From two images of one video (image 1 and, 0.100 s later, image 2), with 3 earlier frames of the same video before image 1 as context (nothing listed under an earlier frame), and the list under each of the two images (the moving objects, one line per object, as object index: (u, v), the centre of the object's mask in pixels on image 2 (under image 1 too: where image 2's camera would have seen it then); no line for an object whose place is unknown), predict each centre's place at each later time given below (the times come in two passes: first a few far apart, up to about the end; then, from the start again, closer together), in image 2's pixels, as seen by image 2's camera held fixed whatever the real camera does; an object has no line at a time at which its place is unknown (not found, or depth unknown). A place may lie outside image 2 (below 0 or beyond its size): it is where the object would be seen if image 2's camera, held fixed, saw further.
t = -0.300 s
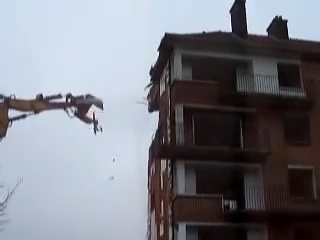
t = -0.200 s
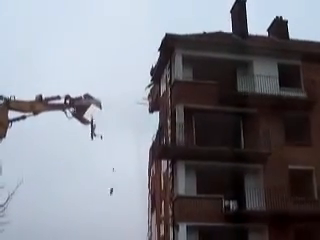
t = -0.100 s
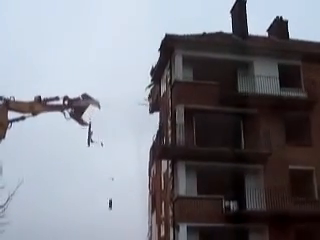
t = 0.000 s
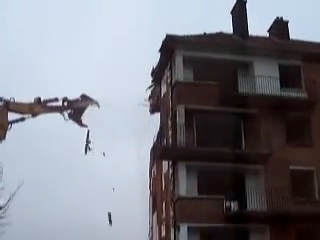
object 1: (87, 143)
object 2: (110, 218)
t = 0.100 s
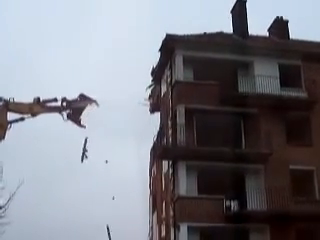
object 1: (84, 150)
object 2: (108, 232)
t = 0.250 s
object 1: (79, 165)
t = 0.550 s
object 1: (70, 203)
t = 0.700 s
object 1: (65, 227)
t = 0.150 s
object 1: (83, 155)
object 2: (107, 236)
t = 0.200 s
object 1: (81, 160)
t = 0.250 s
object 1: (79, 165)
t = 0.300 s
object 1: (78, 171)
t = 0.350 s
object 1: (76, 176)
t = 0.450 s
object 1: (73, 189)
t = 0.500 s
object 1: (72, 196)
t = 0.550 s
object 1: (70, 203)
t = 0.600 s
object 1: (68, 211)
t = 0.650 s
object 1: (67, 219)
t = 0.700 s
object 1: (65, 227)
